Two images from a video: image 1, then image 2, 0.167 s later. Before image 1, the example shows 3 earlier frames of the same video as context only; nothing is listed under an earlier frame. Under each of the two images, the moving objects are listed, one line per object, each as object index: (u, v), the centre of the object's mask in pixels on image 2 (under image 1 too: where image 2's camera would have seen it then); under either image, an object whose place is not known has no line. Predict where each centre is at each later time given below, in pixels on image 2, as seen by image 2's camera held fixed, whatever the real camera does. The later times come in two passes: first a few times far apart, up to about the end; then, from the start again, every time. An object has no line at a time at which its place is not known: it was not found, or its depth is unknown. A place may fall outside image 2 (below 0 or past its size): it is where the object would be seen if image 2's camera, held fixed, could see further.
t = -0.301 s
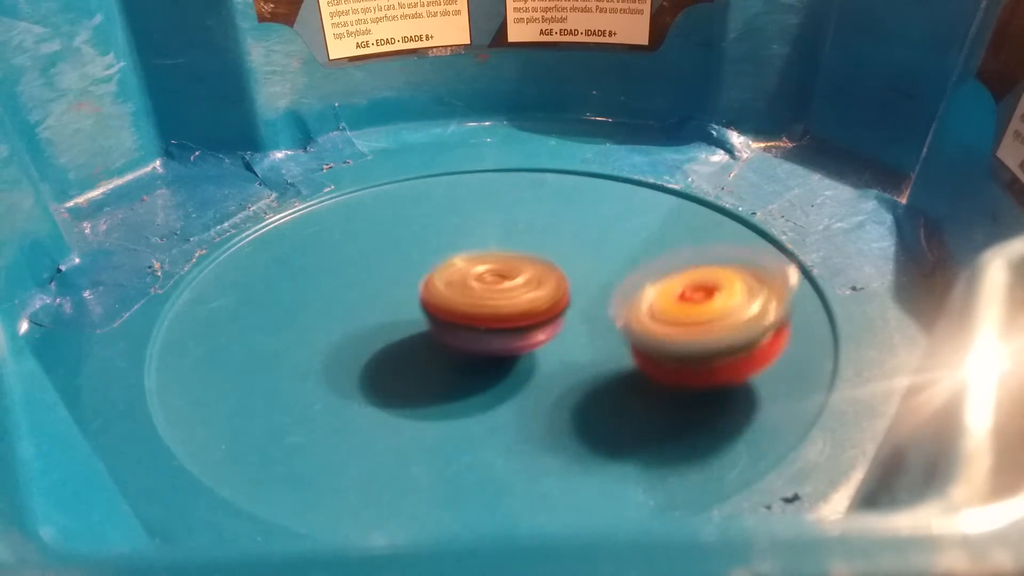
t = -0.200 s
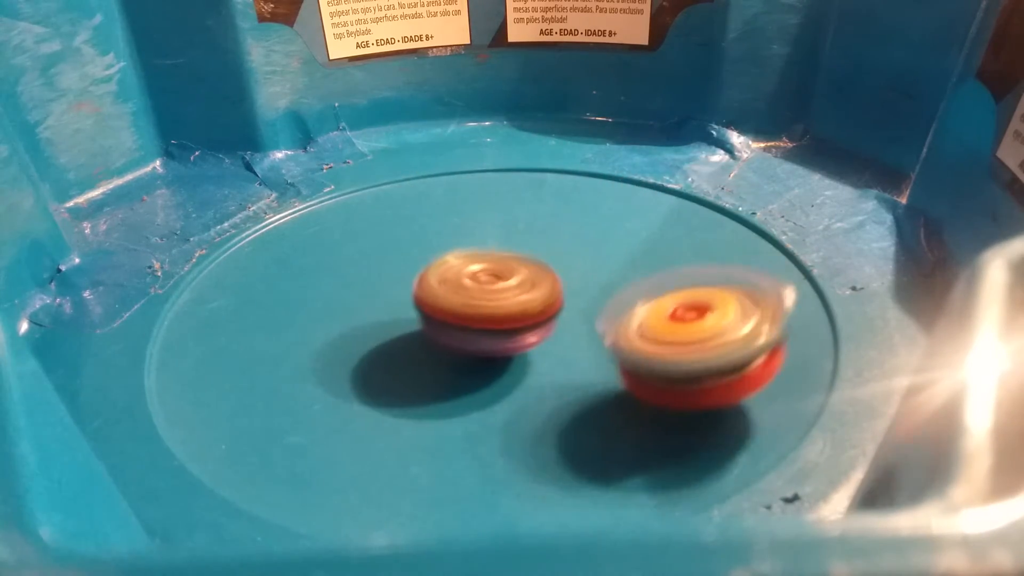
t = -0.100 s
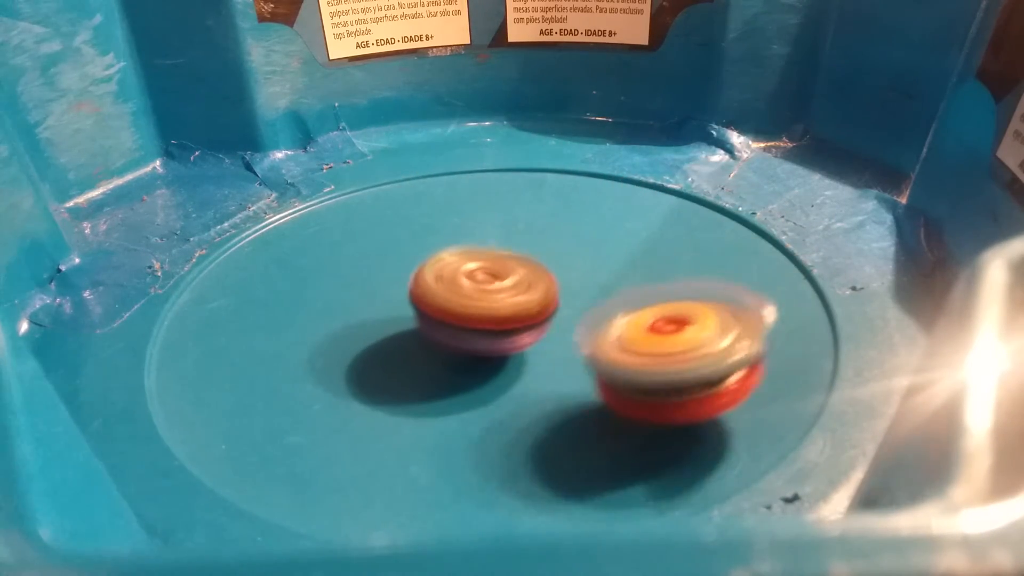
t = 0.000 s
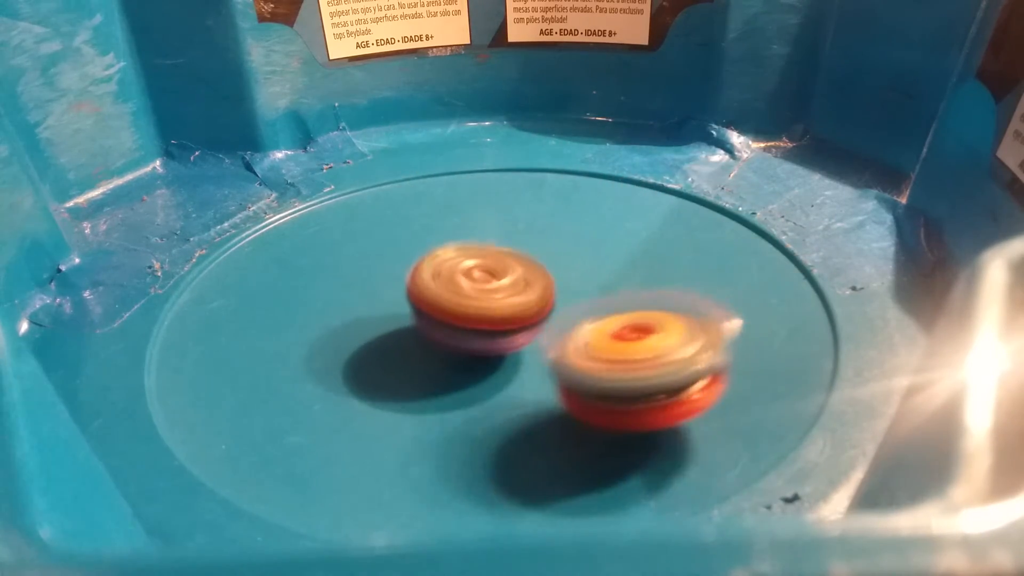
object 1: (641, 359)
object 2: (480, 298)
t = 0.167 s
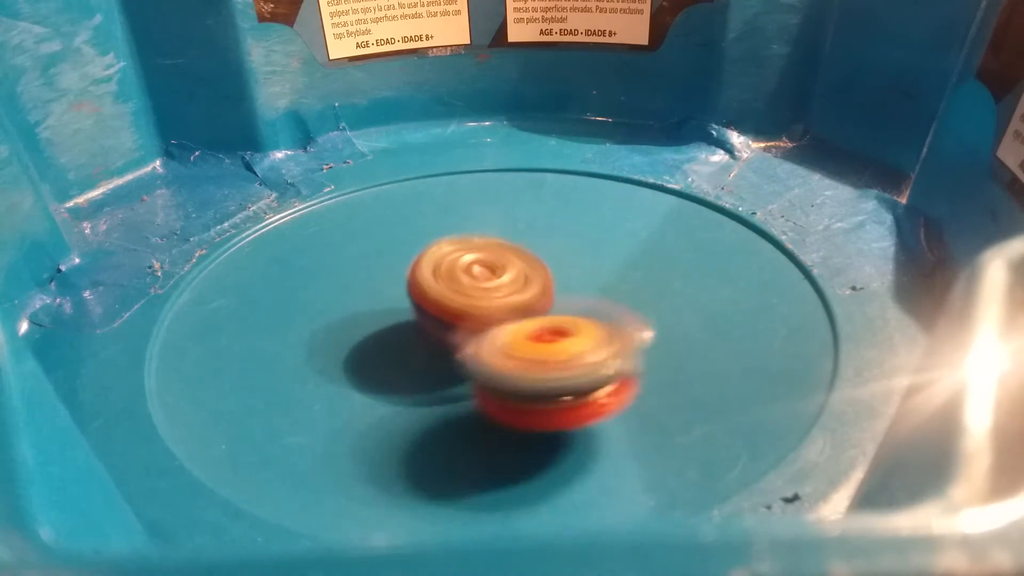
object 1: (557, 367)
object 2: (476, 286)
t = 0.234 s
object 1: (518, 378)
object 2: (484, 278)
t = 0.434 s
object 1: (429, 405)
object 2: (507, 265)
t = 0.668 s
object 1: (426, 346)
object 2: (541, 251)
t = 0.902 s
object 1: (330, 276)
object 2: (564, 252)
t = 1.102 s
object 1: (335, 279)
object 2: (572, 263)
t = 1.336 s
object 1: (417, 236)
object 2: (594, 295)
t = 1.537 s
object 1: (349, 200)
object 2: (572, 318)
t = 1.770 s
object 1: (433, 253)
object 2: (523, 329)
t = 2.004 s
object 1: (582, 169)
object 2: (474, 337)
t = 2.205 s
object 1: (504, 152)
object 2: (453, 317)
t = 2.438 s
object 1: (599, 202)
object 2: (380, 334)
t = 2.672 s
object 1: (657, 158)
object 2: (405, 334)
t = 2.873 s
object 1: (608, 243)
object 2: (445, 330)
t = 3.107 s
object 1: (731, 319)
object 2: (470, 326)
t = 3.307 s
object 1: (788, 286)
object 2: (502, 326)
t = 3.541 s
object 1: (694, 317)
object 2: (469, 299)
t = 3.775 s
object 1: (685, 344)
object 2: (475, 290)
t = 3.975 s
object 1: (586, 351)
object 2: (487, 263)
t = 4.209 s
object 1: (544, 375)
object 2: (516, 247)
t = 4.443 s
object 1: (462, 340)
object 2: (570, 240)
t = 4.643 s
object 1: (359, 324)
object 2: (588, 251)
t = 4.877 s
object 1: (339, 282)
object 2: (557, 286)
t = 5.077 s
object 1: (380, 224)
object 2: (564, 345)
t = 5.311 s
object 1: (437, 208)
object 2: (592, 372)
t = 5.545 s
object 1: (576, 241)
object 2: (533, 347)
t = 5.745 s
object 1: (670, 197)
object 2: (539, 326)
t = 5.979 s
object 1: (652, 201)
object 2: (600, 296)
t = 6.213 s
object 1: (570, 214)
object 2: (606, 300)
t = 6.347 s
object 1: (575, 213)
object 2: (586, 298)
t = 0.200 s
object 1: (536, 372)
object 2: (478, 284)
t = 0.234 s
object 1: (518, 378)
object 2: (484, 278)
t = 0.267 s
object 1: (497, 382)
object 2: (489, 275)
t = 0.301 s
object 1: (475, 386)
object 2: (492, 272)
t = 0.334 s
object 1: (455, 392)
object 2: (495, 271)
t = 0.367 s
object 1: (439, 398)
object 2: (499, 270)
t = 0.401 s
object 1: (430, 403)
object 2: (502, 268)
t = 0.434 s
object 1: (429, 405)
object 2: (507, 265)
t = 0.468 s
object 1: (430, 403)
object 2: (512, 261)
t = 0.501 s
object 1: (433, 398)
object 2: (516, 259)
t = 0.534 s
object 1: (434, 390)
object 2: (521, 257)
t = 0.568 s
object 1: (435, 380)
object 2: (526, 255)
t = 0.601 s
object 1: (434, 369)
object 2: (530, 253)
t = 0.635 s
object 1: (431, 358)
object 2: (536, 251)
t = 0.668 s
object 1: (426, 346)
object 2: (541, 251)
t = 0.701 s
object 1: (419, 335)
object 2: (545, 250)
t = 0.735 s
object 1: (410, 324)
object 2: (548, 250)
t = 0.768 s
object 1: (399, 313)
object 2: (552, 251)
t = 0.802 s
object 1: (385, 302)
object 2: (556, 250)
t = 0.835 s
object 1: (368, 291)
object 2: (559, 251)
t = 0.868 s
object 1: (349, 283)
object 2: (561, 251)
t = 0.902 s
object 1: (330, 276)
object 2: (564, 252)
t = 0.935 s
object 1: (318, 275)
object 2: (566, 253)
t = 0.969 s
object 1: (312, 276)
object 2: (568, 255)
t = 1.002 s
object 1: (310, 278)
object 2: (569, 256)
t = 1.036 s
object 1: (314, 279)
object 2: (570, 259)
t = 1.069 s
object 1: (323, 280)
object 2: (571, 261)
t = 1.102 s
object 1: (335, 279)
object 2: (572, 263)
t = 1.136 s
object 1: (352, 280)
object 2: (572, 266)
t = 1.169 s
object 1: (370, 278)
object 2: (572, 269)
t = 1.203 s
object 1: (389, 277)
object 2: (572, 271)
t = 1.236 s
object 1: (411, 273)
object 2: (571, 275)
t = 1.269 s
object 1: (422, 263)
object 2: (583, 282)
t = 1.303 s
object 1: (421, 249)
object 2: (592, 290)
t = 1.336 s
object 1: (417, 236)
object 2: (594, 295)
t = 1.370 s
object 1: (410, 225)
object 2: (593, 300)
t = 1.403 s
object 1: (400, 214)
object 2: (590, 304)
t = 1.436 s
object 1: (386, 205)
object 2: (586, 308)
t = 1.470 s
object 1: (370, 199)
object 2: (582, 311)
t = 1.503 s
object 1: (356, 198)
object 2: (578, 315)
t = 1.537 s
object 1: (349, 200)
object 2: (572, 318)
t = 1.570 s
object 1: (347, 205)
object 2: (566, 321)
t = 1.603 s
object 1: (349, 210)
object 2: (560, 323)
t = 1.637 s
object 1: (357, 219)
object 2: (553, 326)
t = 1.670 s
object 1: (366, 226)
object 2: (546, 327)
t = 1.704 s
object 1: (384, 238)
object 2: (539, 329)
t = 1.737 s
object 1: (407, 251)
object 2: (531, 329)
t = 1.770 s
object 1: (433, 253)
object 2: (523, 329)
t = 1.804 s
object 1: (468, 248)
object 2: (515, 334)
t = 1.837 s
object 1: (501, 241)
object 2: (507, 339)
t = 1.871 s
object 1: (527, 229)
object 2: (499, 340)
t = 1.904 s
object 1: (547, 221)
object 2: (493, 339)
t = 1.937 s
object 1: (563, 202)
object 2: (486, 339)
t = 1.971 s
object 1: (575, 185)
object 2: (480, 338)
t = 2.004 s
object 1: (582, 169)
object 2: (474, 337)
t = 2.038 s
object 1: (582, 155)
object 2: (469, 335)
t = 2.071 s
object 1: (577, 143)
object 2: (465, 332)
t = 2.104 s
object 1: (563, 135)
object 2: (462, 329)
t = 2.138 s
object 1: (545, 135)
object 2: (458, 325)
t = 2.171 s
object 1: (523, 140)
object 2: (455, 322)
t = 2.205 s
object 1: (504, 152)
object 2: (453, 317)
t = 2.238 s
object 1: (492, 170)
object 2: (452, 313)
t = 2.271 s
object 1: (489, 192)
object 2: (452, 308)
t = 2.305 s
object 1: (495, 205)
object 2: (452, 303)
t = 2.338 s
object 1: (517, 218)
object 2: (439, 309)
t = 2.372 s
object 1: (547, 218)
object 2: (408, 324)
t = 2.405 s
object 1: (575, 208)
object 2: (387, 332)
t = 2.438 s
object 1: (599, 202)
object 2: (380, 334)
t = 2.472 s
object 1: (625, 193)
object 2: (383, 334)
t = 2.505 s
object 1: (647, 183)
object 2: (387, 335)
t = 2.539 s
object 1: (665, 173)
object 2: (388, 336)
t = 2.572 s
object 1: (676, 163)
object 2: (391, 336)
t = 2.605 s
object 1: (678, 155)
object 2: (395, 336)
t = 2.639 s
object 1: (669, 155)
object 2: (400, 335)
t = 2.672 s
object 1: (657, 158)
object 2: (405, 334)
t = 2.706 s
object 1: (646, 164)
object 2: (411, 334)
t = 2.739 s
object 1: (637, 172)
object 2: (417, 334)
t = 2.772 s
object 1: (628, 185)
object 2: (424, 333)
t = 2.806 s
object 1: (619, 203)
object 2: (431, 332)
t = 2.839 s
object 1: (613, 222)
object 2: (438, 331)
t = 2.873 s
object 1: (608, 243)
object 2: (445, 330)
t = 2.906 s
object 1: (608, 258)
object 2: (452, 330)
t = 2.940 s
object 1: (611, 276)
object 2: (460, 330)
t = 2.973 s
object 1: (626, 289)
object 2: (459, 328)
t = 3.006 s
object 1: (652, 299)
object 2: (457, 326)
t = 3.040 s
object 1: (677, 306)
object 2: (461, 325)
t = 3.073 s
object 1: (704, 313)
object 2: (466, 326)
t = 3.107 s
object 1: (731, 319)
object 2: (470, 326)
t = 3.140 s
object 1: (759, 321)
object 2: (476, 326)
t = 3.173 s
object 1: (789, 318)
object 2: (480, 326)
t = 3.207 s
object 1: (806, 310)
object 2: (485, 326)
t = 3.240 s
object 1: (808, 300)
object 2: (491, 326)
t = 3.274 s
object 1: (806, 291)
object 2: (496, 326)
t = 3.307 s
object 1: (788, 286)
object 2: (502, 326)
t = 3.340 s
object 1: (763, 285)
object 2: (507, 327)
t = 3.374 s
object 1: (733, 287)
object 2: (513, 327)
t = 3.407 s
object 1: (700, 285)
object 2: (518, 327)
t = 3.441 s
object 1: (678, 292)
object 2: (513, 322)
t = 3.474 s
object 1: (683, 300)
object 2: (486, 312)
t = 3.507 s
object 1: (689, 310)
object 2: (472, 304)
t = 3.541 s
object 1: (694, 317)
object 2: (469, 299)
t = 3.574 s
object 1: (699, 327)
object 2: (471, 298)
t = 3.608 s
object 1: (705, 333)
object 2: (470, 297)
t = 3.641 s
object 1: (709, 340)
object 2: (470, 296)
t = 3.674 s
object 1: (708, 343)
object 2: (470, 295)
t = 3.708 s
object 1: (703, 345)
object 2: (472, 293)
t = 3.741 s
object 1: (696, 344)
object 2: (473, 292)
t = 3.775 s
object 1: (685, 344)
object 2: (475, 290)
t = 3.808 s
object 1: (675, 344)
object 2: (478, 289)
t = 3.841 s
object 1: (655, 341)
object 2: (482, 288)
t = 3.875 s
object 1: (637, 341)
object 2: (486, 286)
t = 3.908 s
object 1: (613, 338)
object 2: (488, 282)
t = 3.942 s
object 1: (594, 344)
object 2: (488, 274)
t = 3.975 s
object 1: (586, 351)
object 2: (487, 263)
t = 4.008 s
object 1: (578, 360)
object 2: (489, 258)
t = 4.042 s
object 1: (571, 366)
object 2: (494, 256)
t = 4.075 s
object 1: (563, 373)
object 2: (497, 254)
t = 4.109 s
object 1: (558, 378)
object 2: (503, 252)
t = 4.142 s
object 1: (554, 379)
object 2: (507, 251)
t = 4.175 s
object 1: (549, 377)
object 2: (510, 250)
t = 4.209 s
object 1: (544, 375)
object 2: (516, 247)
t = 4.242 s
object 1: (541, 371)
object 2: (520, 251)
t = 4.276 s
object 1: (536, 365)
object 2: (524, 247)
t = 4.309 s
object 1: (526, 356)
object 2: (530, 246)
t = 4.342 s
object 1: (516, 350)
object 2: (535, 249)
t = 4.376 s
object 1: (506, 344)
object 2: (539, 249)
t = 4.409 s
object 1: (483, 340)
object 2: (556, 243)
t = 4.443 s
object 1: (462, 340)
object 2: (570, 240)
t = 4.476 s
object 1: (443, 342)
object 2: (578, 239)
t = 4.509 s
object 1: (424, 340)
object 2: (583, 241)
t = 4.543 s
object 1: (406, 337)
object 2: (585, 243)
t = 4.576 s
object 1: (388, 333)
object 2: (586, 246)
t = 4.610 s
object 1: (374, 329)
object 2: (589, 247)
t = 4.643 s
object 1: (359, 324)
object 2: (588, 251)
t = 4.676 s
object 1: (349, 317)
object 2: (588, 255)
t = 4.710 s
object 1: (340, 312)
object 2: (587, 259)
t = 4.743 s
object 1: (335, 305)
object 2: (584, 264)
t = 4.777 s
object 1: (331, 299)
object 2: (581, 269)
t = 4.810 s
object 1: (329, 292)
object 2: (574, 274)
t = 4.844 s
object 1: (337, 287)
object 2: (567, 280)
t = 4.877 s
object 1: (339, 282)
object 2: (557, 286)
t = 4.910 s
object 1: (349, 274)
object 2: (546, 291)
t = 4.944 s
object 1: (359, 270)
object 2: (535, 296)
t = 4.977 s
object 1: (370, 264)
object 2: (522, 300)
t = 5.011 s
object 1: (379, 259)
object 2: (515, 303)
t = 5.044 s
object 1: (375, 240)
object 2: (537, 322)
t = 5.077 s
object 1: (380, 224)
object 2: (564, 345)
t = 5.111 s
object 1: (386, 209)
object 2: (591, 365)
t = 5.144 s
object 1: (394, 201)
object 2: (607, 374)
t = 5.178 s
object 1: (404, 197)
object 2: (611, 378)
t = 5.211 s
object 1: (414, 196)
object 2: (606, 379)
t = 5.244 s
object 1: (421, 197)
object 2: (601, 377)
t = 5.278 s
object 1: (427, 201)
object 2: (596, 374)
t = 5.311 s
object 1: (437, 208)
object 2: (592, 372)
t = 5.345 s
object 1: (449, 214)
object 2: (586, 369)
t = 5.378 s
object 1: (463, 221)
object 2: (579, 365)
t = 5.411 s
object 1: (480, 232)
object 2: (570, 359)
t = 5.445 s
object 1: (495, 236)
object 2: (563, 351)
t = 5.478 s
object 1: (513, 239)
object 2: (556, 344)
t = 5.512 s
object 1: (535, 236)
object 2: (549, 339)
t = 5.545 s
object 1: (576, 241)
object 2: (533, 347)
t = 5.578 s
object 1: (603, 233)
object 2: (522, 347)
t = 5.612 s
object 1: (633, 222)
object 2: (516, 344)
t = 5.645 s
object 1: (653, 217)
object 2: (518, 341)
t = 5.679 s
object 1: (666, 208)
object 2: (526, 337)
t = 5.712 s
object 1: (669, 200)
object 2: (531, 331)
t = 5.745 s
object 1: (670, 197)
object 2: (539, 326)
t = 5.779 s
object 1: (670, 197)
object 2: (546, 321)
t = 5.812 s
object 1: (667, 197)
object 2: (554, 316)
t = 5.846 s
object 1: (664, 198)
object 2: (565, 312)
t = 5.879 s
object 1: (661, 201)
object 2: (574, 307)
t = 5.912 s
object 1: (659, 203)
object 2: (584, 301)
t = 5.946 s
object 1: (657, 202)
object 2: (592, 299)
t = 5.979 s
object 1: (652, 201)
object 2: (600, 296)
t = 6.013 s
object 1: (642, 198)
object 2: (606, 295)
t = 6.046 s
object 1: (626, 198)
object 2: (611, 294)
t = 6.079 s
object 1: (604, 202)
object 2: (613, 295)
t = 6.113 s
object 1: (590, 207)
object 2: (611, 299)
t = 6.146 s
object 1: (580, 210)
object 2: (609, 299)
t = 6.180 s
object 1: (574, 213)
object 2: (608, 300)
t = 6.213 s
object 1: (570, 214)
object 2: (606, 300)
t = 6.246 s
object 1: (569, 215)
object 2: (604, 299)
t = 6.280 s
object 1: (570, 214)
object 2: (599, 300)
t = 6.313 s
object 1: (571, 212)
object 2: (593, 299)
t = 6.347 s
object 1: (575, 213)
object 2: (586, 298)
